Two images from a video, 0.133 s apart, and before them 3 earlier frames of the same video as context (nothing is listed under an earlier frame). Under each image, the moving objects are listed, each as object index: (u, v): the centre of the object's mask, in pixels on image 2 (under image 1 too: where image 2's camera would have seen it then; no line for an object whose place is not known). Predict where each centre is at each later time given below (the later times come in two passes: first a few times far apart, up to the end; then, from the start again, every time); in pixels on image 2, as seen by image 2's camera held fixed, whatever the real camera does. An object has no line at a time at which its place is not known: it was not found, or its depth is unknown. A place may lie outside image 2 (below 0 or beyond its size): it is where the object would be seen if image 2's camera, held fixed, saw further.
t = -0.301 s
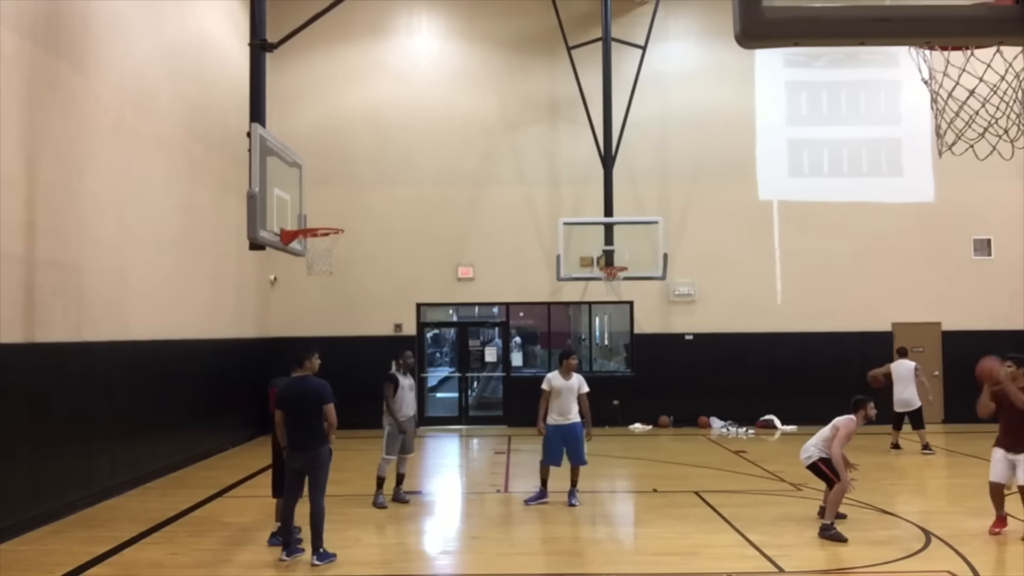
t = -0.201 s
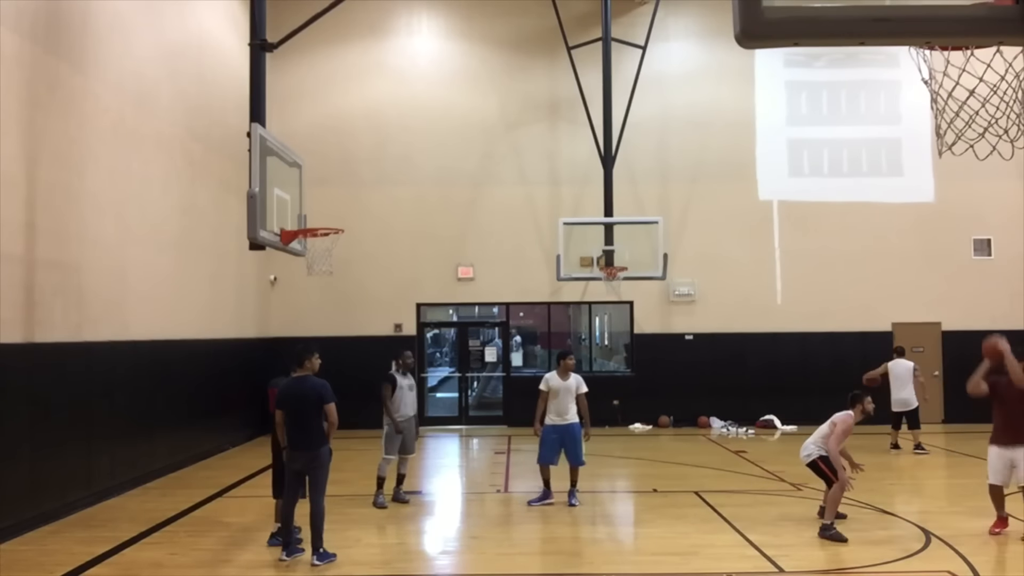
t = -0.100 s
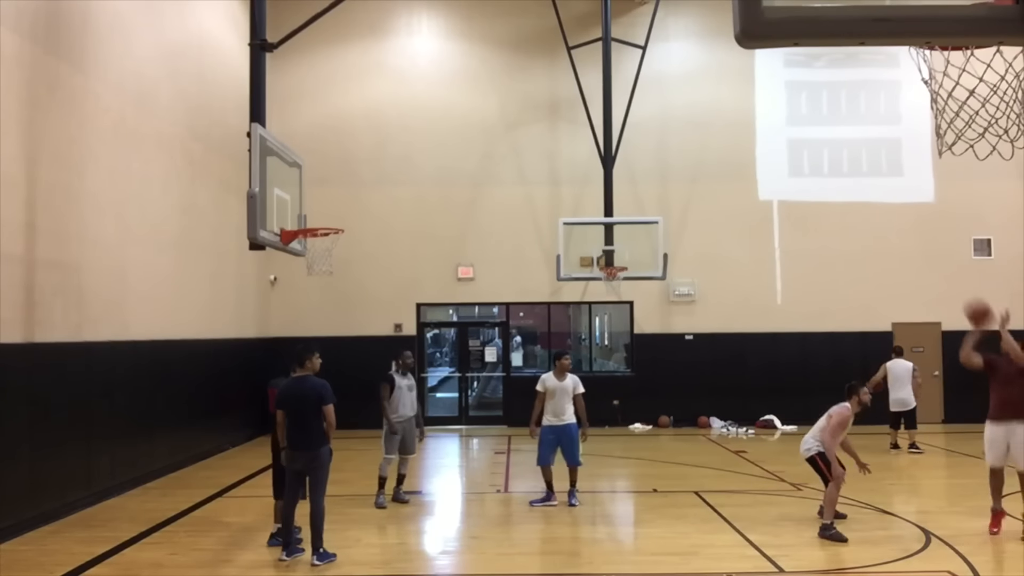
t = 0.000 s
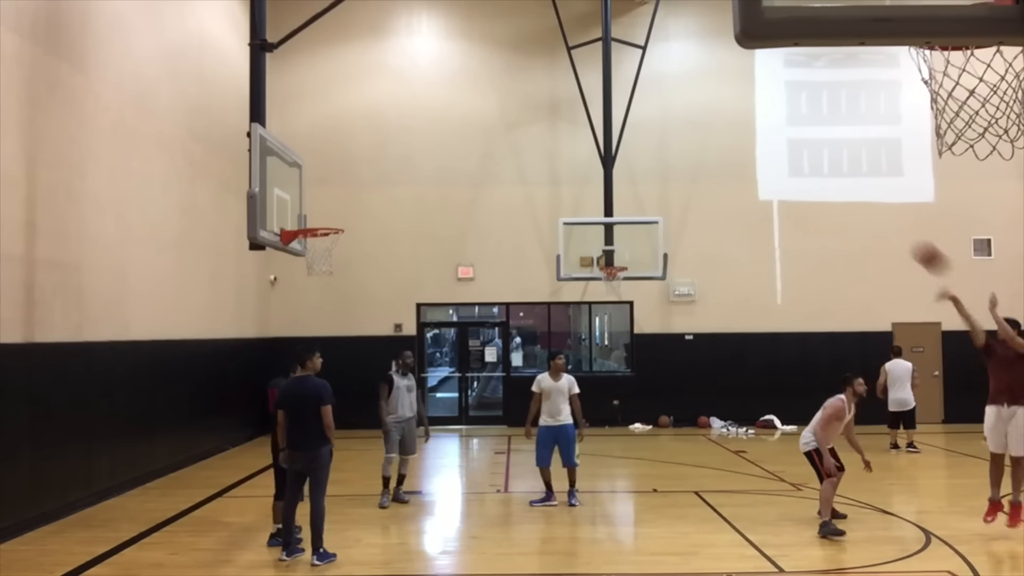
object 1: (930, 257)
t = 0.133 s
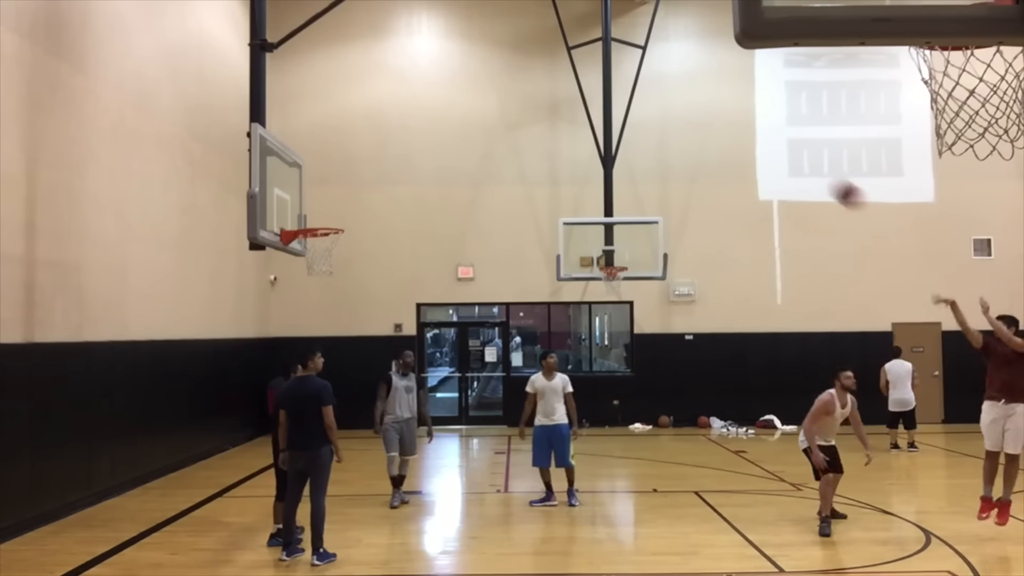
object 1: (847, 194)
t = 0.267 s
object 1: (766, 147)
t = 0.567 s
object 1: (597, 109)
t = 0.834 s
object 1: (453, 146)
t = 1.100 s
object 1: (336, 210)
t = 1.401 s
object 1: (297, 194)
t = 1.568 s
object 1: (318, 204)
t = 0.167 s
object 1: (826, 180)
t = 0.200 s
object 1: (806, 168)
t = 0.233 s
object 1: (787, 158)
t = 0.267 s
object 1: (766, 147)
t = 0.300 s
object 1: (746, 140)
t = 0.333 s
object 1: (726, 132)
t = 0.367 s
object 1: (707, 125)
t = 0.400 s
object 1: (688, 121)
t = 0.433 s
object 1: (670, 116)
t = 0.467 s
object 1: (651, 114)
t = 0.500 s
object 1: (634, 112)
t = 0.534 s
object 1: (613, 110)
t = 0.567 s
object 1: (597, 109)
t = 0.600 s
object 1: (576, 112)
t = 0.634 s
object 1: (559, 113)
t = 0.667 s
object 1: (542, 116)
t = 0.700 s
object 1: (524, 120)
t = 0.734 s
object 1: (506, 125)
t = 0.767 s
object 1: (489, 131)
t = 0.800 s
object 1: (470, 139)
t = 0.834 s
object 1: (453, 146)
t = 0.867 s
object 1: (437, 155)
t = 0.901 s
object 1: (420, 164)
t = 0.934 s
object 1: (403, 175)
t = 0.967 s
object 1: (386, 186)
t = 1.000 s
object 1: (368, 200)
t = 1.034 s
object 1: (352, 212)
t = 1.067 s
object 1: (341, 217)
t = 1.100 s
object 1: (336, 210)
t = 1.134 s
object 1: (331, 205)
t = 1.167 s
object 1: (326, 200)
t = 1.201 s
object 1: (322, 196)
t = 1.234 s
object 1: (317, 194)
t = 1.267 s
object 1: (312, 192)
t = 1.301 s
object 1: (308, 191)
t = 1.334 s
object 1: (304, 191)
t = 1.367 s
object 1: (299, 193)
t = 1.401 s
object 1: (297, 194)
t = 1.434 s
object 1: (301, 194)
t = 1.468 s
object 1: (305, 195)
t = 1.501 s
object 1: (309, 197)
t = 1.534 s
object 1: (314, 200)
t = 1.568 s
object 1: (318, 204)
